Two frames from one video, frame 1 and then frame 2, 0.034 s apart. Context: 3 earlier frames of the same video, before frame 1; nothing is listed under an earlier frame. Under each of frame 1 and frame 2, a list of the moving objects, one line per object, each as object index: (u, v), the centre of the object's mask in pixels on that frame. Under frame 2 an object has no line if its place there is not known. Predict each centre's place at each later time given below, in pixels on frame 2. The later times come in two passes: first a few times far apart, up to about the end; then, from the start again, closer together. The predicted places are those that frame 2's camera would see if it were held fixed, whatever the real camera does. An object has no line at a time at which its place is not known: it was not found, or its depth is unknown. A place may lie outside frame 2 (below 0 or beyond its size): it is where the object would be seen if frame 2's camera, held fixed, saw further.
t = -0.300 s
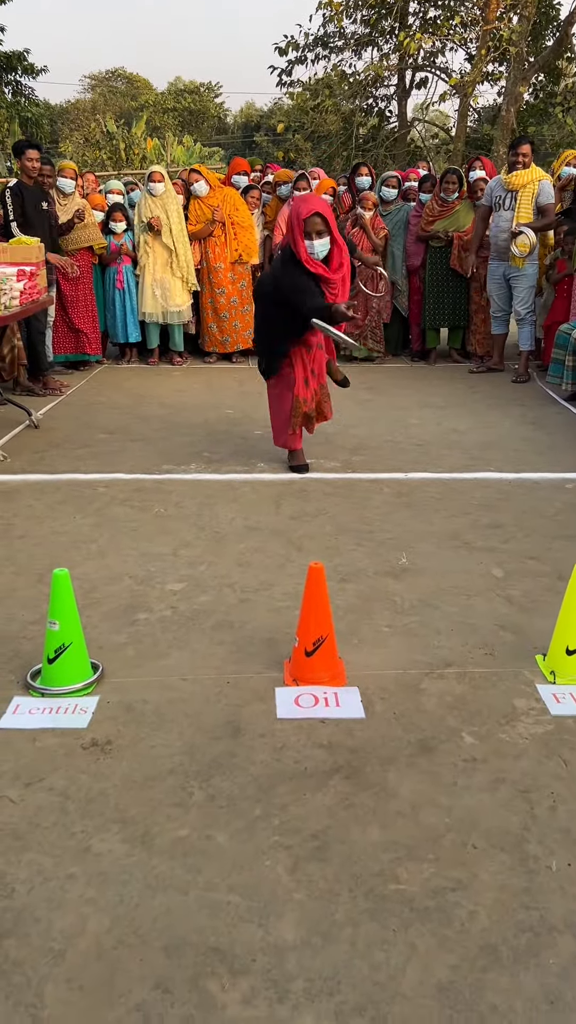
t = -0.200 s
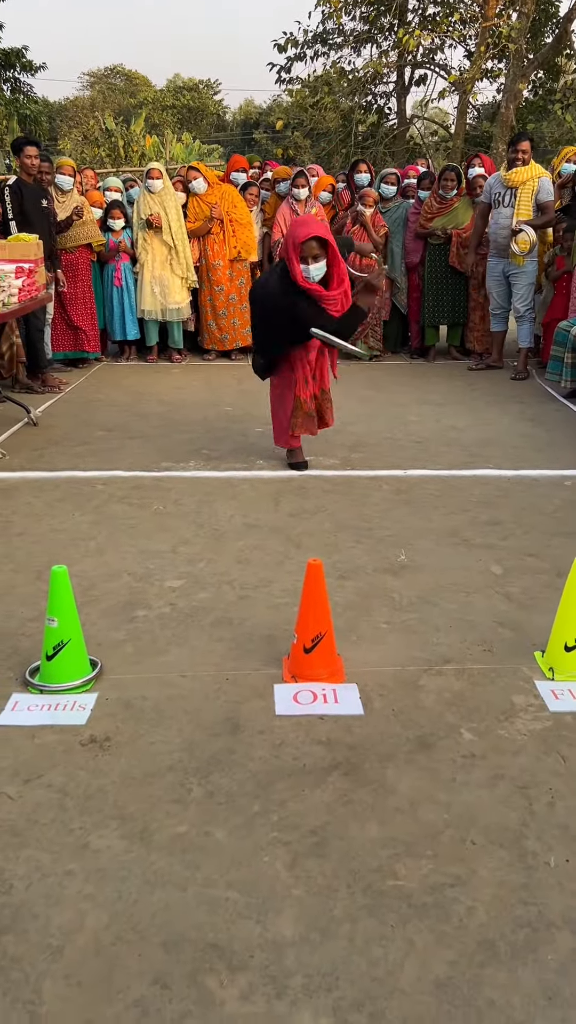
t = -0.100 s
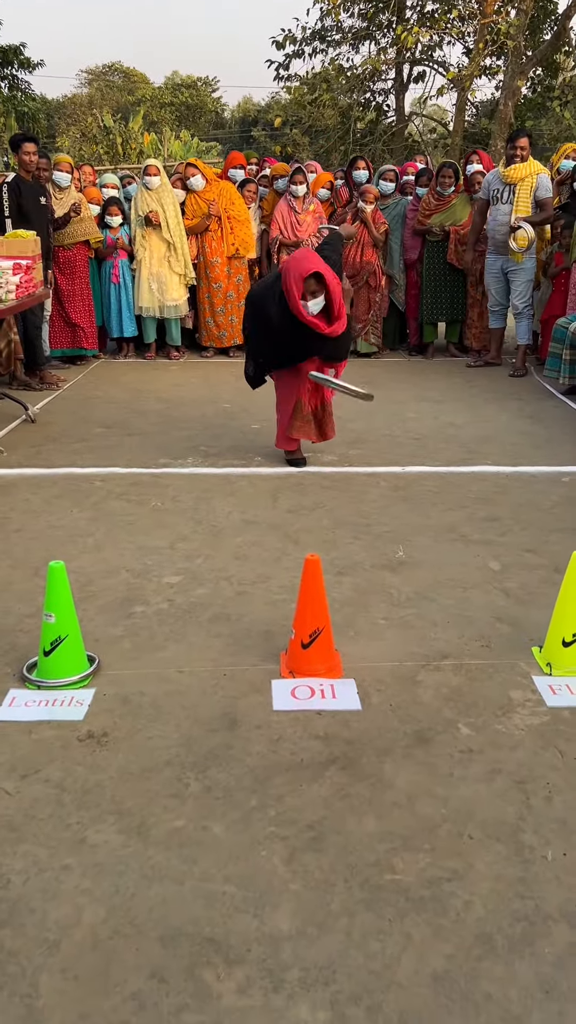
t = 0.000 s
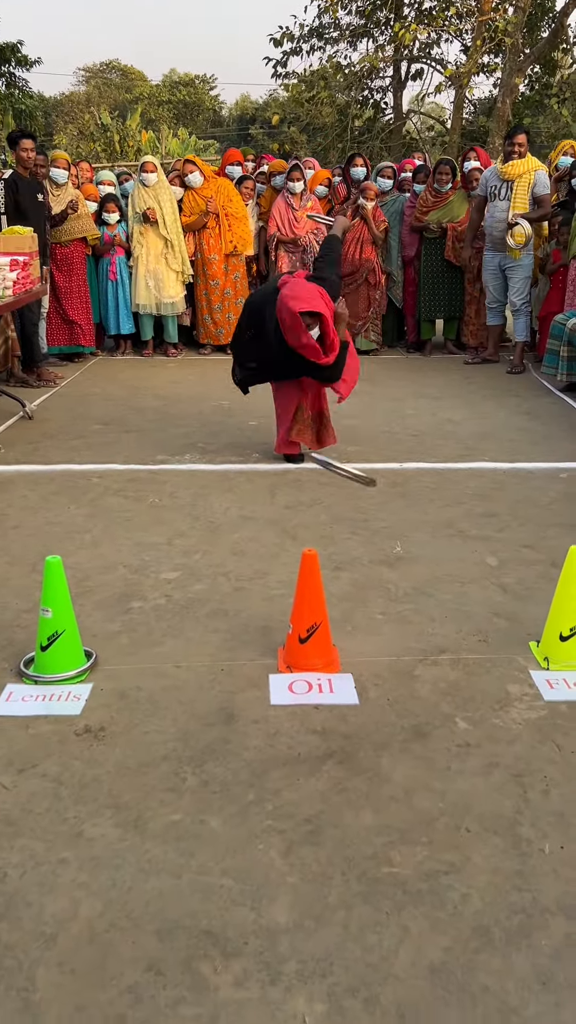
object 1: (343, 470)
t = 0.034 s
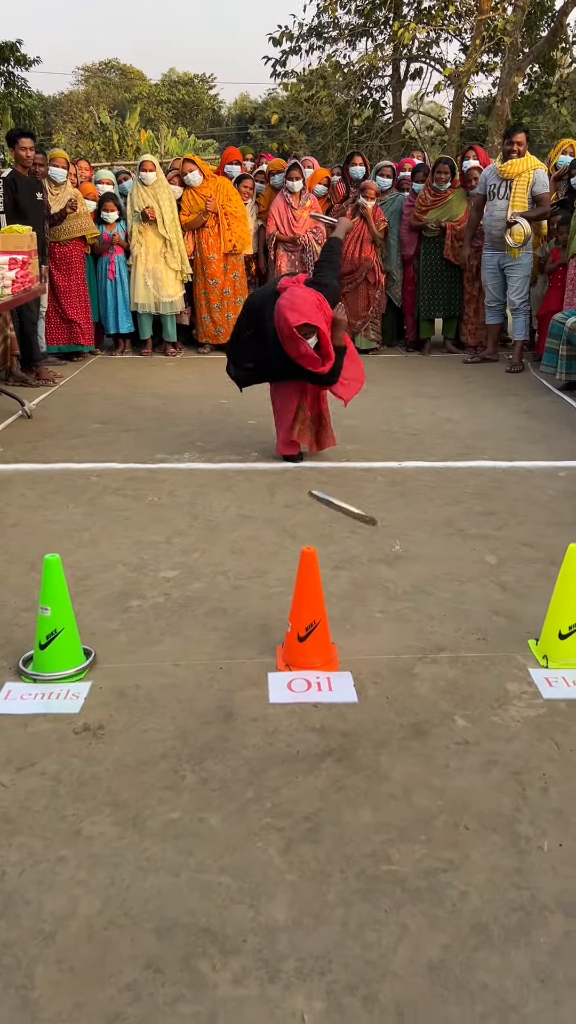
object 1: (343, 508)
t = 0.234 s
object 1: (383, 659)
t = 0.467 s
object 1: (464, 711)
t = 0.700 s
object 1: (544, 784)
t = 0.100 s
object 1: (349, 586)
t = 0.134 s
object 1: (355, 620)
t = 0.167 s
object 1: (363, 653)
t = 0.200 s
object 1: (371, 661)
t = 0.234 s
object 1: (383, 659)
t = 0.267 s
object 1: (396, 661)
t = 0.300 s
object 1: (409, 671)
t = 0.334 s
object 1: (423, 682)
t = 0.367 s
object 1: (434, 682)
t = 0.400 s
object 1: (444, 688)
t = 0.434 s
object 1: (454, 697)
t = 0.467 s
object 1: (464, 711)
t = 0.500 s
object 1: (474, 731)
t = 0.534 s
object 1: (485, 756)
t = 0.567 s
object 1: (497, 770)
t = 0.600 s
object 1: (510, 775)
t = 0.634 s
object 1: (522, 776)
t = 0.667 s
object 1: (534, 780)
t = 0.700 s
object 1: (544, 784)
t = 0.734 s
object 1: (551, 790)
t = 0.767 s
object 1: (557, 798)
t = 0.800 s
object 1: (563, 803)
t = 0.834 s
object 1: (567, 799)
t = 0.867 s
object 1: (570, 795)
